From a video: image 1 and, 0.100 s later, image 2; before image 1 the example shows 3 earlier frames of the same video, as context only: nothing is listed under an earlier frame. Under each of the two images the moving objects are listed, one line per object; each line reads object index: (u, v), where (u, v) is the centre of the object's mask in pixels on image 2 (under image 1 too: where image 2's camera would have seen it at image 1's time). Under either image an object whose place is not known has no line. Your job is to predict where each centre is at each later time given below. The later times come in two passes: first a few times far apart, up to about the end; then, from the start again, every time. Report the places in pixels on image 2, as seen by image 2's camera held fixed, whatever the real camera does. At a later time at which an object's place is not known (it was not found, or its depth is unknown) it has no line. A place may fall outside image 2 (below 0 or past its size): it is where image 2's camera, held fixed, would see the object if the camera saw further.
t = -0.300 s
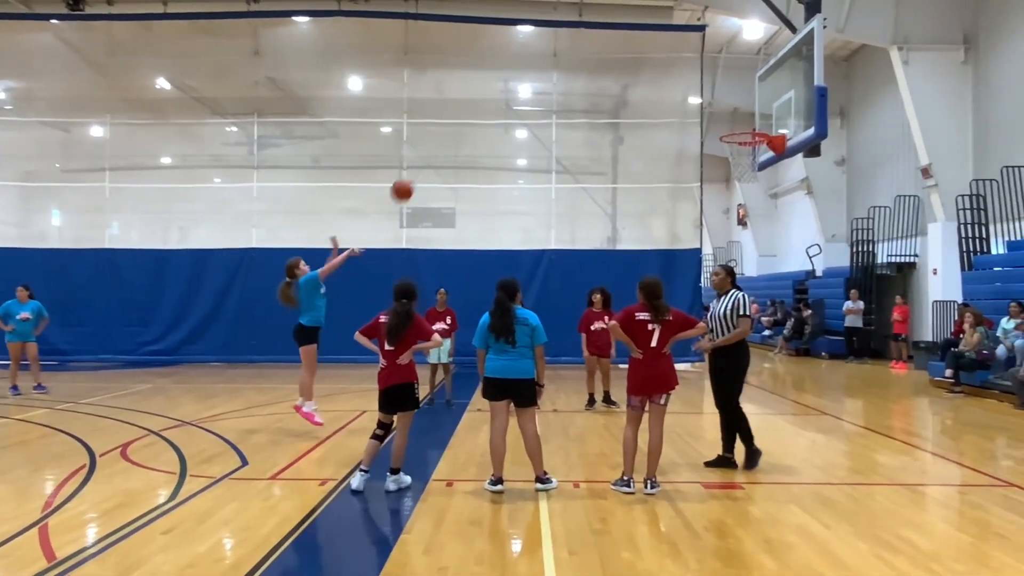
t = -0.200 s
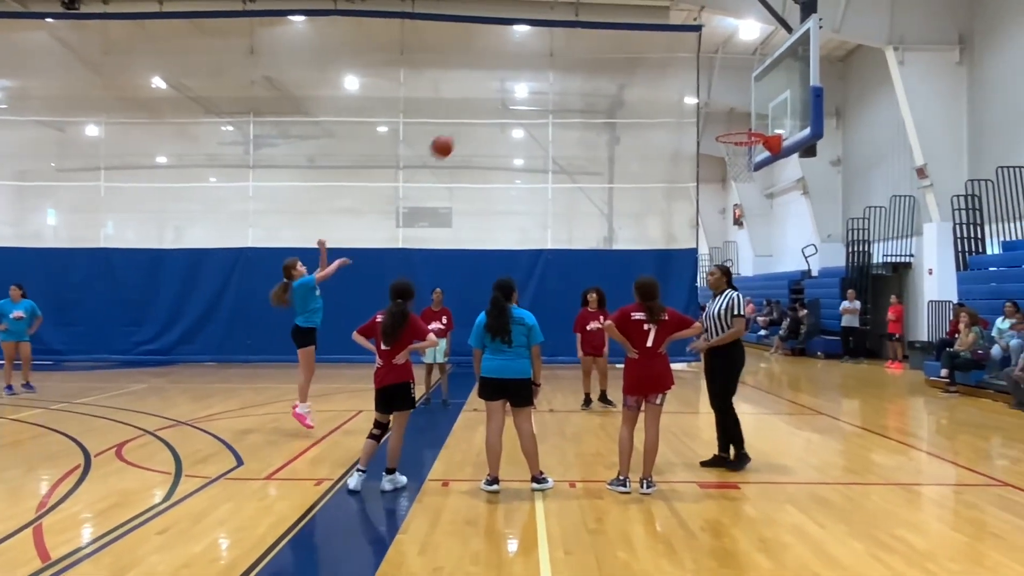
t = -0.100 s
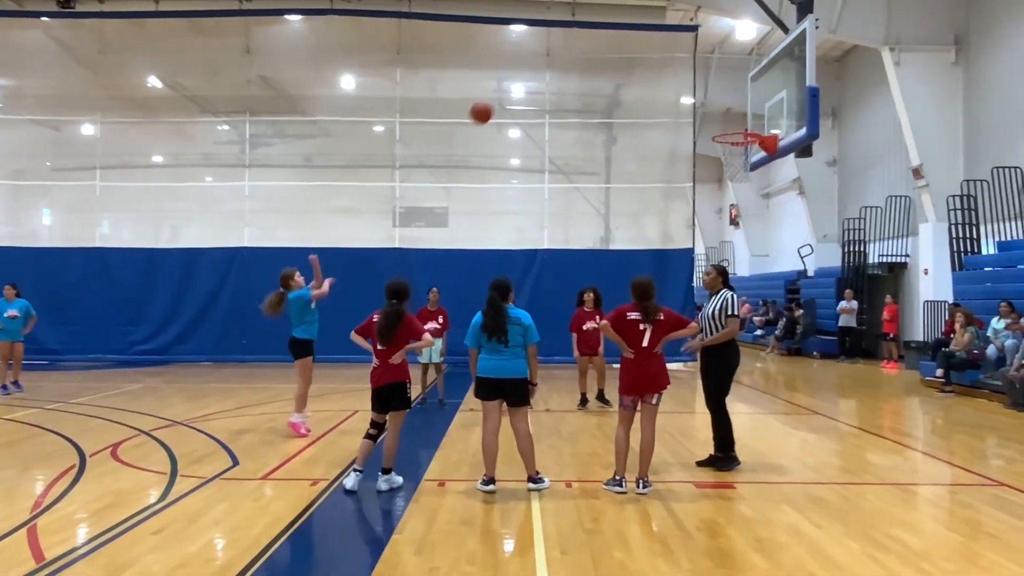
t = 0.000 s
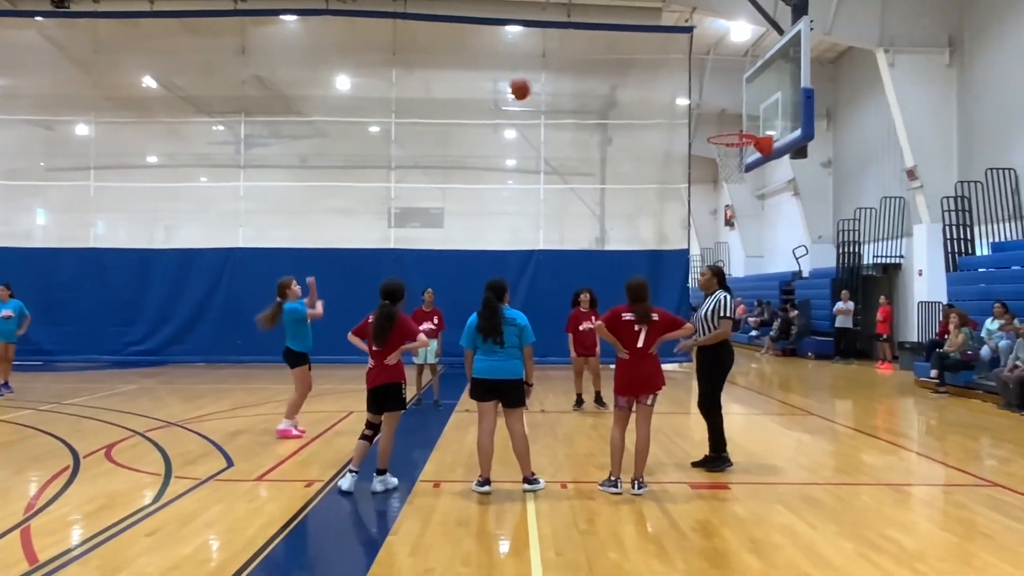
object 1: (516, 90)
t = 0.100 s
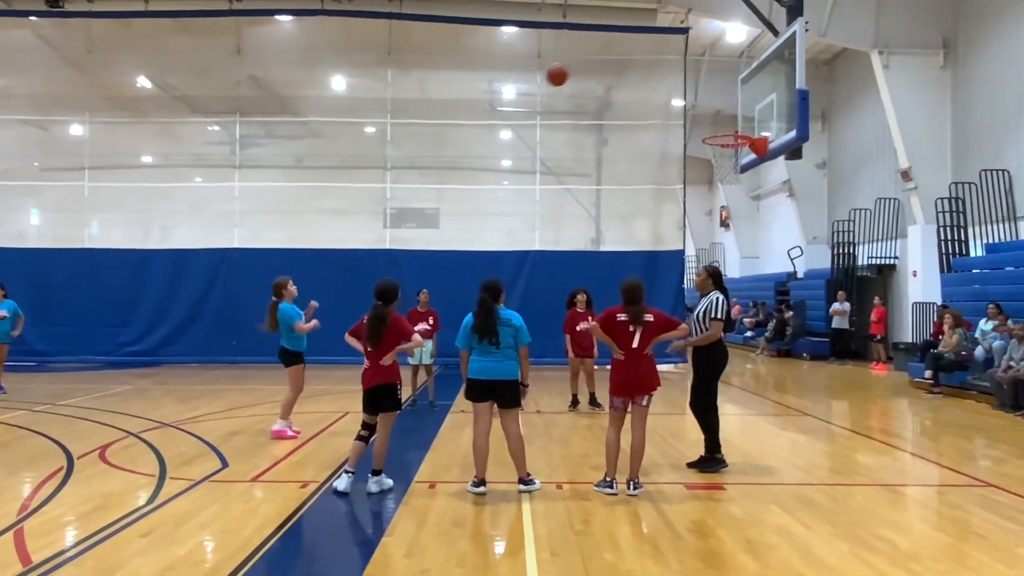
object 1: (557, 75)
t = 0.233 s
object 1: (612, 70)
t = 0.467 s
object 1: (709, 101)
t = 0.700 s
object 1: (750, 93)
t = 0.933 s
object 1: (736, 78)
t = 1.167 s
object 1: (721, 113)
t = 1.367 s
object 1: (715, 175)
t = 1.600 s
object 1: (725, 274)
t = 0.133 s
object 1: (571, 73)
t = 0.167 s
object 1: (585, 71)
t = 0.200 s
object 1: (598, 70)
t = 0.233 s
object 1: (612, 70)
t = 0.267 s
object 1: (626, 72)
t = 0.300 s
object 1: (639, 74)
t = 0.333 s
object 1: (653, 77)
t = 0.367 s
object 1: (667, 82)
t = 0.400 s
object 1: (681, 87)
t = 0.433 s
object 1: (695, 94)
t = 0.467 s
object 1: (709, 101)
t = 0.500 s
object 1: (721, 110)
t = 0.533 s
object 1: (738, 120)
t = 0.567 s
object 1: (749, 128)
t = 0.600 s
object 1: (752, 118)
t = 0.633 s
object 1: (754, 108)
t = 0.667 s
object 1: (752, 99)
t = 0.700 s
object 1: (750, 93)
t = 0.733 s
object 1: (748, 88)
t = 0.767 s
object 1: (746, 84)
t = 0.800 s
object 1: (744, 80)
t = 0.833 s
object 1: (742, 78)
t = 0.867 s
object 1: (740, 77)
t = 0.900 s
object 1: (738, 76)
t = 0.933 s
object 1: (736, 78)
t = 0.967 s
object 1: (734, 80)
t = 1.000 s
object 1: (731, 83)
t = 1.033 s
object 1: (729, 87)
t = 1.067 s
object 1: (726, 92)
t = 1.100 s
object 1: (725, 98)
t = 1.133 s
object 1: (723, 105)
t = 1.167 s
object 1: (721, 113)
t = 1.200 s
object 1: (718, 122)
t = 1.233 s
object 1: (716, 132)
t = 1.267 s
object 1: (714, 145)
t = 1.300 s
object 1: (714, 155)
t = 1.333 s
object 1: (713, 165)
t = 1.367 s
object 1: (715, 175)
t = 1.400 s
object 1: (717, 186)
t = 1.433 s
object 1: (719, 198)
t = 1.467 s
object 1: (721, 211)
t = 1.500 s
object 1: (722, 225)
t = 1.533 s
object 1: (723, 241)
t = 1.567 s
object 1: (723, 257)
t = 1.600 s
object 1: (725, 274)
